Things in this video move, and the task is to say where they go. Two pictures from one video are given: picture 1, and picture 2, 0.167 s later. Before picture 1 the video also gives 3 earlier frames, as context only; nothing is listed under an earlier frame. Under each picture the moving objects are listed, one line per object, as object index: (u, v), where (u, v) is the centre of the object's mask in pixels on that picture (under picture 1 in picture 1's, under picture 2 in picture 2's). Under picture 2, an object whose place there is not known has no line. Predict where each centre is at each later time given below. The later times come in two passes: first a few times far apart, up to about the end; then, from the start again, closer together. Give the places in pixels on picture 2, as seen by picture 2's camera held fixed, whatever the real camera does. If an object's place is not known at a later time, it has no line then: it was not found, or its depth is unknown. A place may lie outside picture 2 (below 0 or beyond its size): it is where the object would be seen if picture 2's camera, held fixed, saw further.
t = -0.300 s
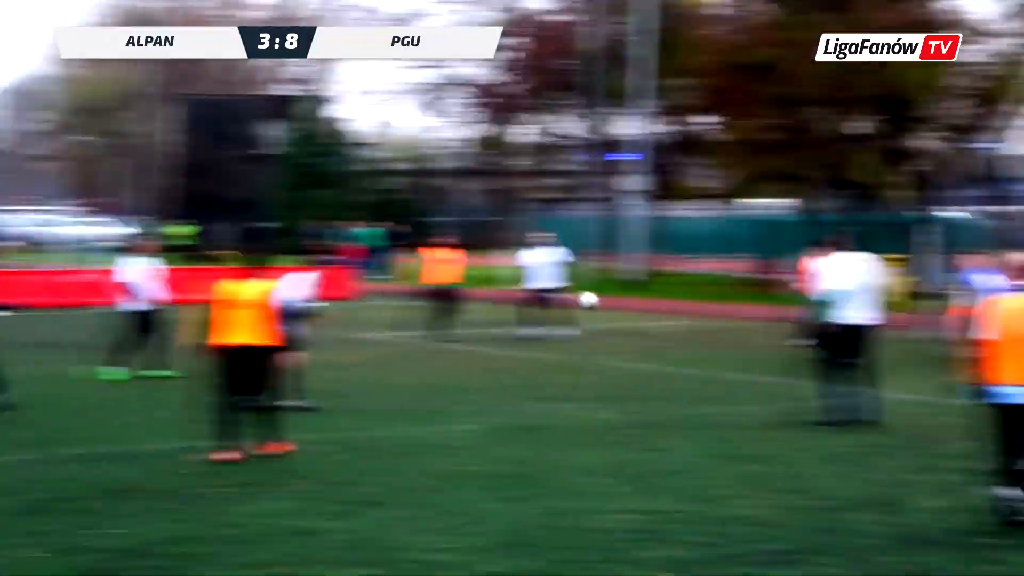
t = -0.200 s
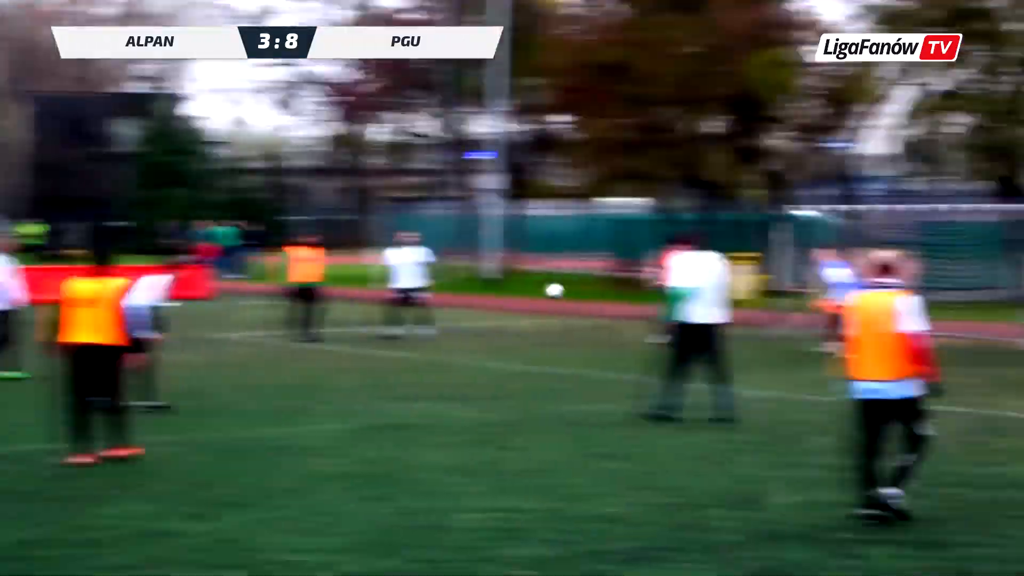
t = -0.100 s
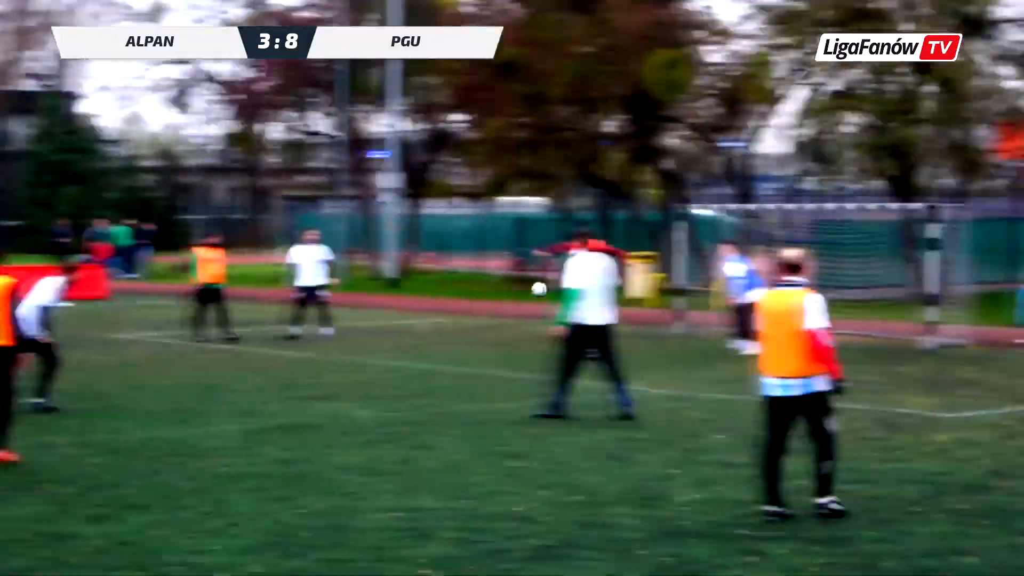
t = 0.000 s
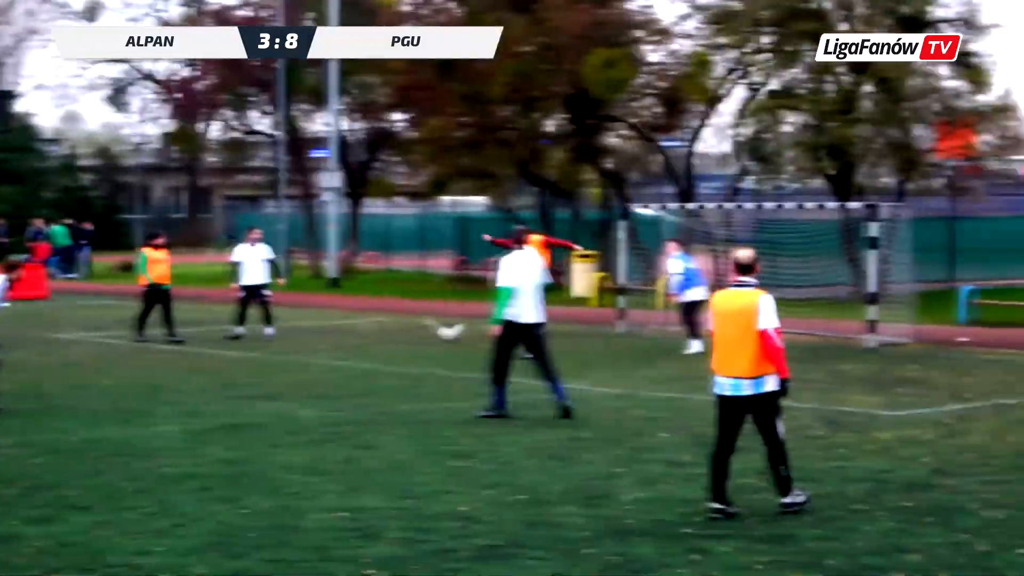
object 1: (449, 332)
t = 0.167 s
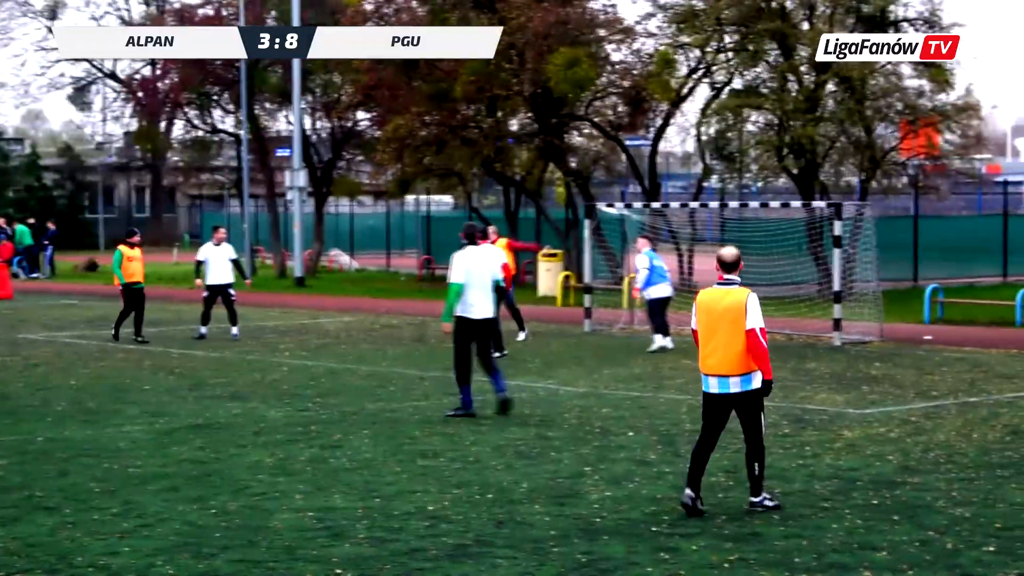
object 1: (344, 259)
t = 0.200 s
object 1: (331, 249)
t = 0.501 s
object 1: (199, 171)
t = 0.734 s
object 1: (89, 152)
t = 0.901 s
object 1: (15, 162)
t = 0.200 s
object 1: (331, 249)
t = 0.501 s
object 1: (199, 171)
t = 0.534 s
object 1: (181, 165)
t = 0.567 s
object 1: (166, 160)
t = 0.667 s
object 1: (121, 154)
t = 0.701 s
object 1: (108, 153)
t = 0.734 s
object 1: (89, 152)
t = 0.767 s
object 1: (73, 152)
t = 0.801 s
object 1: (63, 154)
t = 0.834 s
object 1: (42, 155)
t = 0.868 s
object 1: (25, 158)
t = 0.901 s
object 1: (15, 162)
